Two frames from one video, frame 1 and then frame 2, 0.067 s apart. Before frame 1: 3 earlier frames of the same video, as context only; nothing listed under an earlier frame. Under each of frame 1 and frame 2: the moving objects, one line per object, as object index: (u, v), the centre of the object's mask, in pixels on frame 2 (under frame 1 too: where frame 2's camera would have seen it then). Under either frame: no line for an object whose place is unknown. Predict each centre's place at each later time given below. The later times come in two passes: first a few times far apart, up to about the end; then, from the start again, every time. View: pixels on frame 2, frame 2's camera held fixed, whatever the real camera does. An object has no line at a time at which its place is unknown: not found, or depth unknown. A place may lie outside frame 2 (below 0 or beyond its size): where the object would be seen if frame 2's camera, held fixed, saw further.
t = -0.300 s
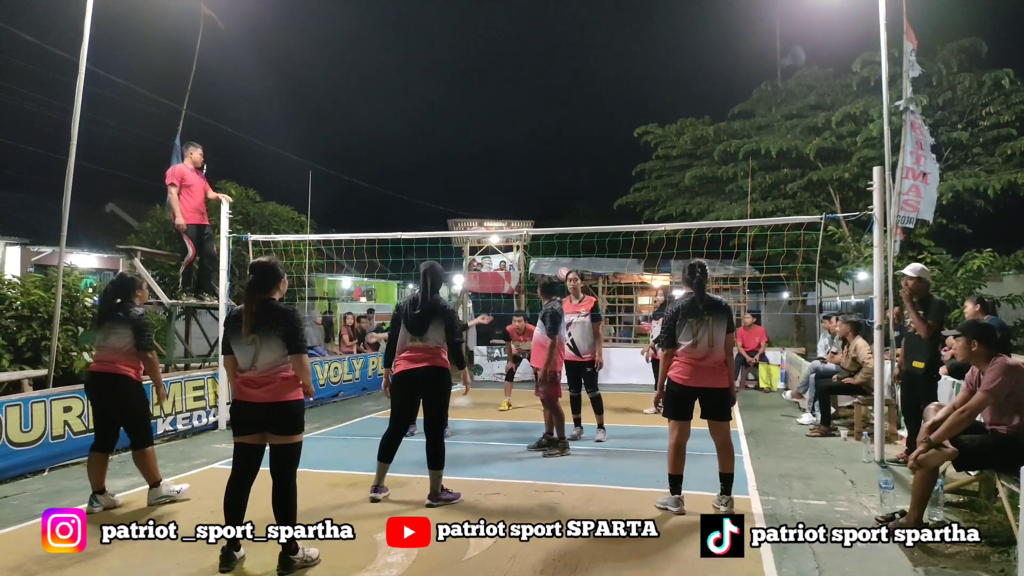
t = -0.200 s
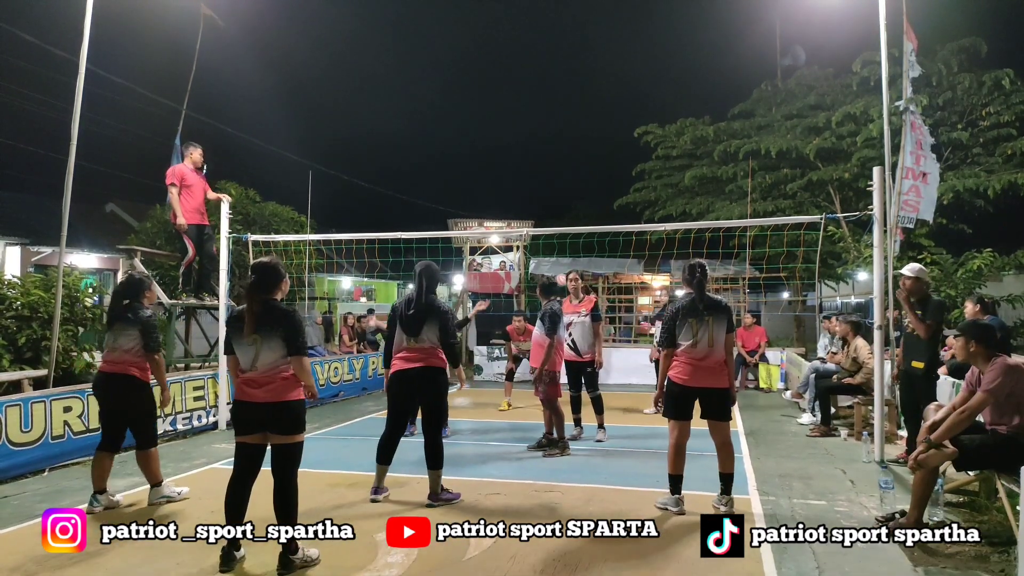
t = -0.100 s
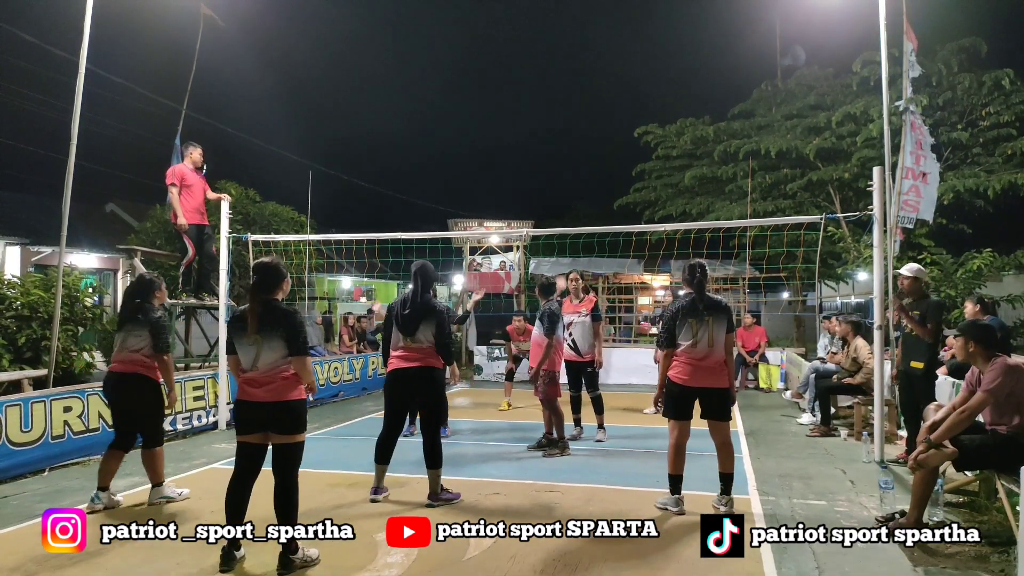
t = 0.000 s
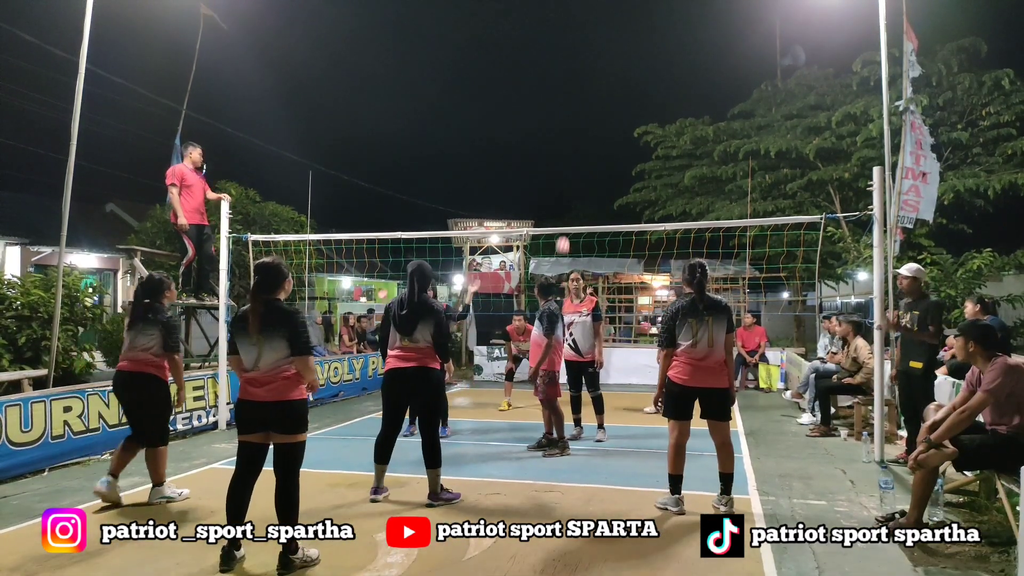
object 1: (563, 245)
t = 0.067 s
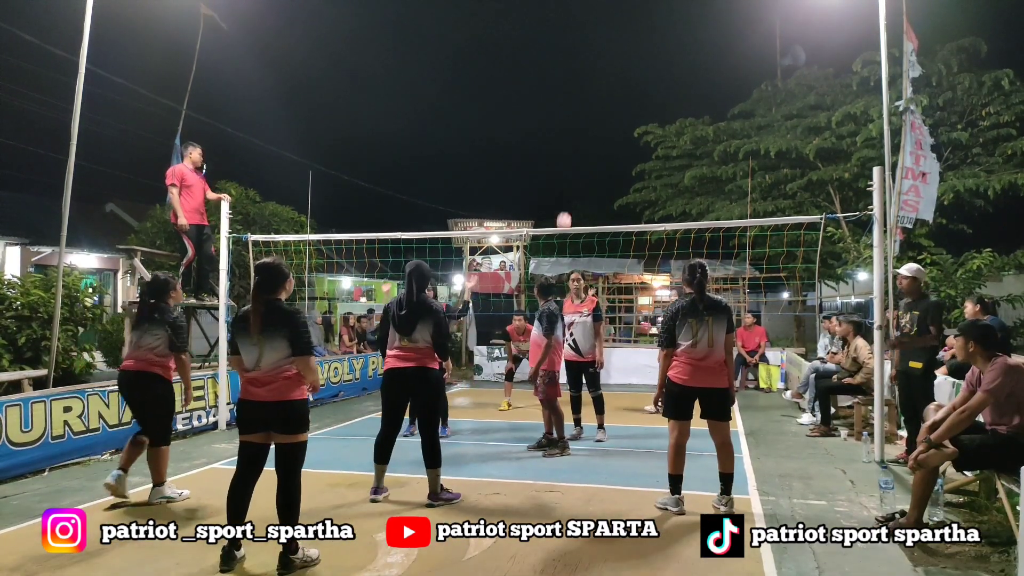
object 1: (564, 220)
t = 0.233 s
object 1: (567, 168)
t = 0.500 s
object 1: (567, 110)
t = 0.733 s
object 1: (567, 99)
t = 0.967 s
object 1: (569, 153)
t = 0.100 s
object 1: (565, 210)
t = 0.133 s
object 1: (565, 199)
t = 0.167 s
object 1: (566, 188)
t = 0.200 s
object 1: (566, 178)
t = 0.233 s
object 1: (567, 168)
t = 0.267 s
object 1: (567, 159)
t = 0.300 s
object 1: (567, 150)
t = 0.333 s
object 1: (567, 142)
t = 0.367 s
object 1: (567, 134)
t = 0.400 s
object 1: (567, 127)
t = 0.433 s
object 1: (567, 121)
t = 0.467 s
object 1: (567, 115)
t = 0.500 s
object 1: (567, 110)
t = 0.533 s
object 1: (567, 105)
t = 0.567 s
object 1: (567, 102)
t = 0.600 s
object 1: (567, 99)
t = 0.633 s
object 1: (567, 97)
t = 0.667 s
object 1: (567, 96)
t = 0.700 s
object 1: (567, 97)
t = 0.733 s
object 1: (567, 99)
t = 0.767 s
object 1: (567, 102)
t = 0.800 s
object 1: (567, 107)
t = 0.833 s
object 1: (567, 113)
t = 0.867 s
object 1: (567, 120)
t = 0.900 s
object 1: (567, 129)
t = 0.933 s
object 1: (568, 140)
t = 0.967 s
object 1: (569, 153)
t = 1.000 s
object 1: (569, 168)
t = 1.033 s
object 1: (570, 185)
